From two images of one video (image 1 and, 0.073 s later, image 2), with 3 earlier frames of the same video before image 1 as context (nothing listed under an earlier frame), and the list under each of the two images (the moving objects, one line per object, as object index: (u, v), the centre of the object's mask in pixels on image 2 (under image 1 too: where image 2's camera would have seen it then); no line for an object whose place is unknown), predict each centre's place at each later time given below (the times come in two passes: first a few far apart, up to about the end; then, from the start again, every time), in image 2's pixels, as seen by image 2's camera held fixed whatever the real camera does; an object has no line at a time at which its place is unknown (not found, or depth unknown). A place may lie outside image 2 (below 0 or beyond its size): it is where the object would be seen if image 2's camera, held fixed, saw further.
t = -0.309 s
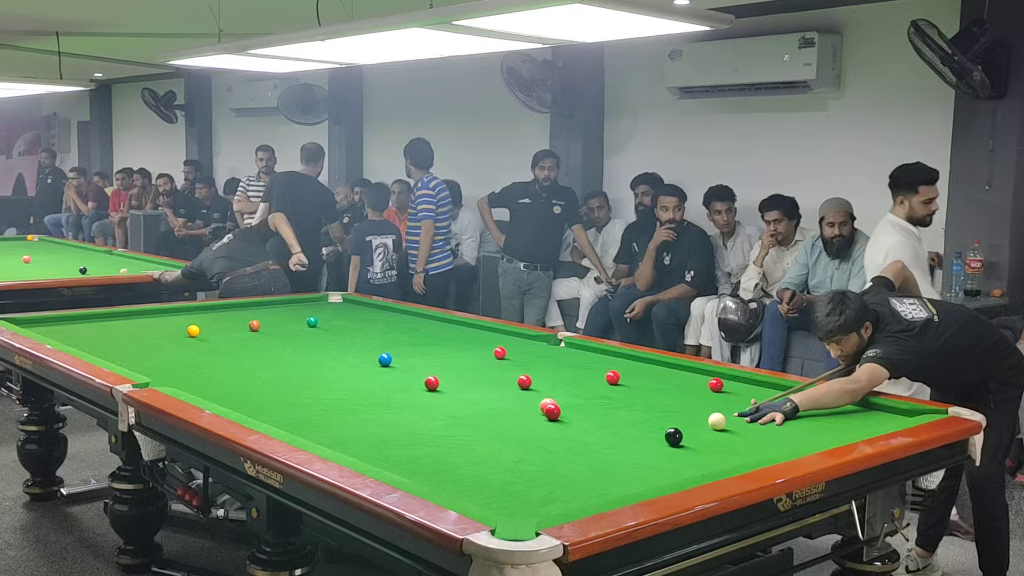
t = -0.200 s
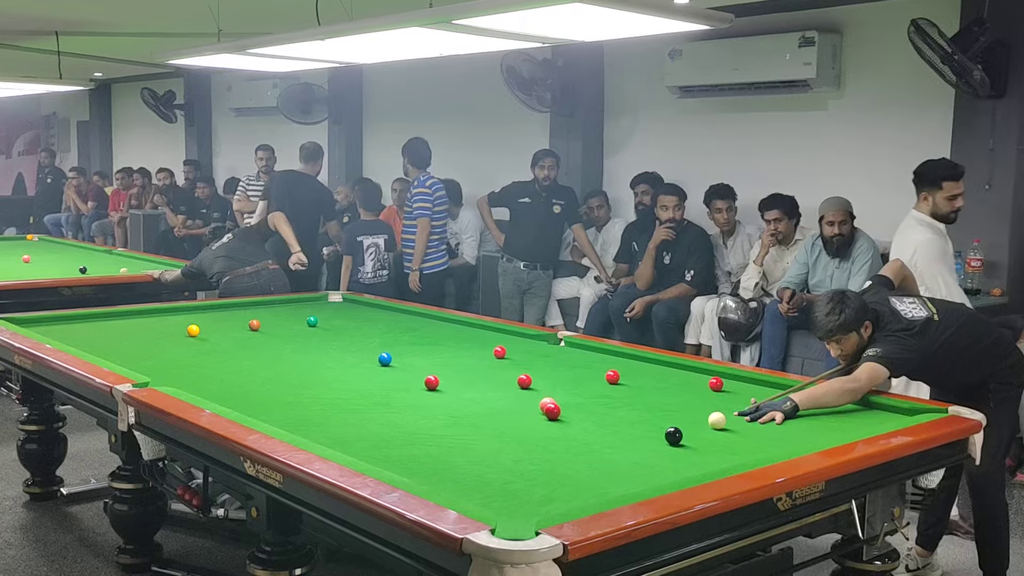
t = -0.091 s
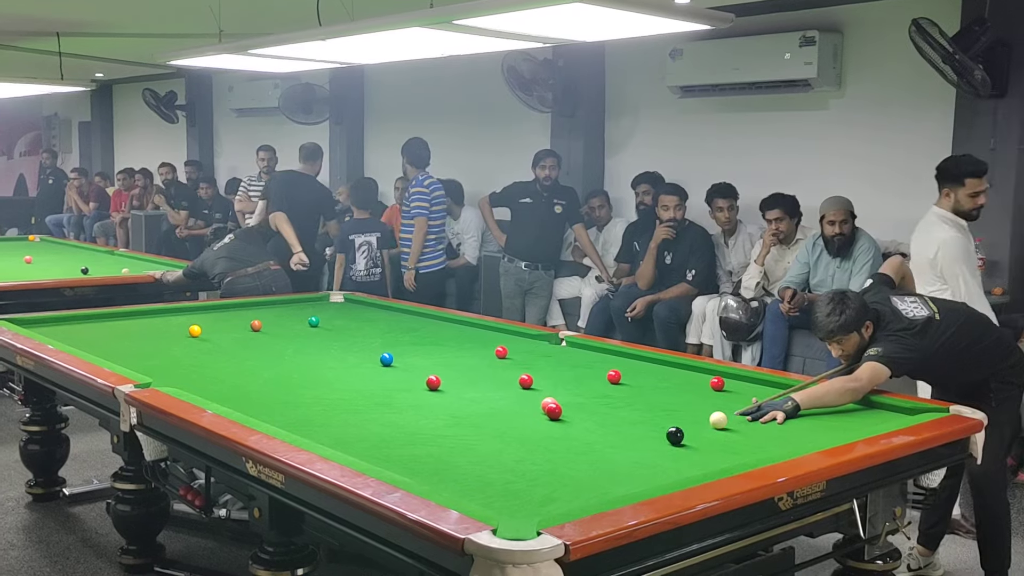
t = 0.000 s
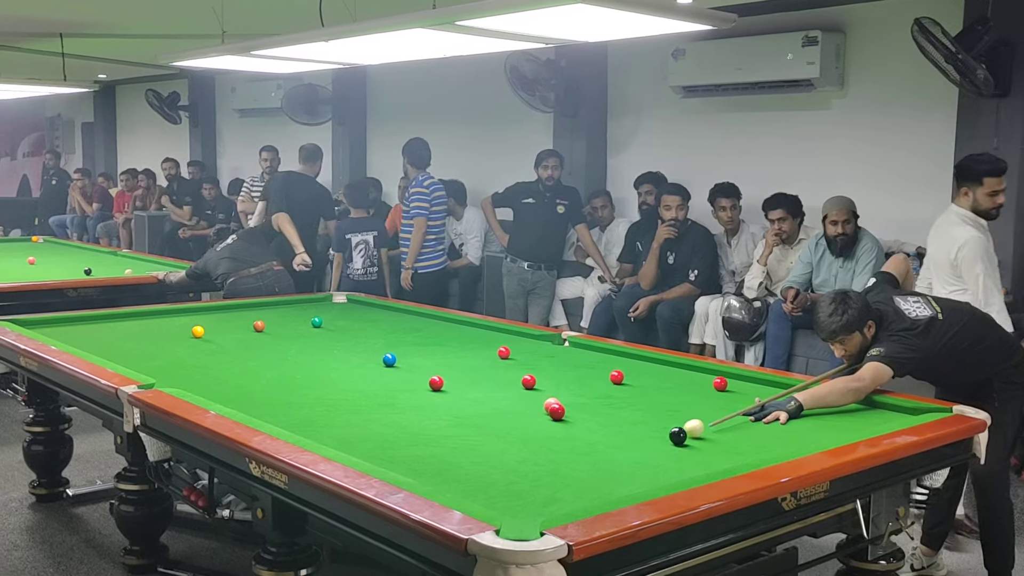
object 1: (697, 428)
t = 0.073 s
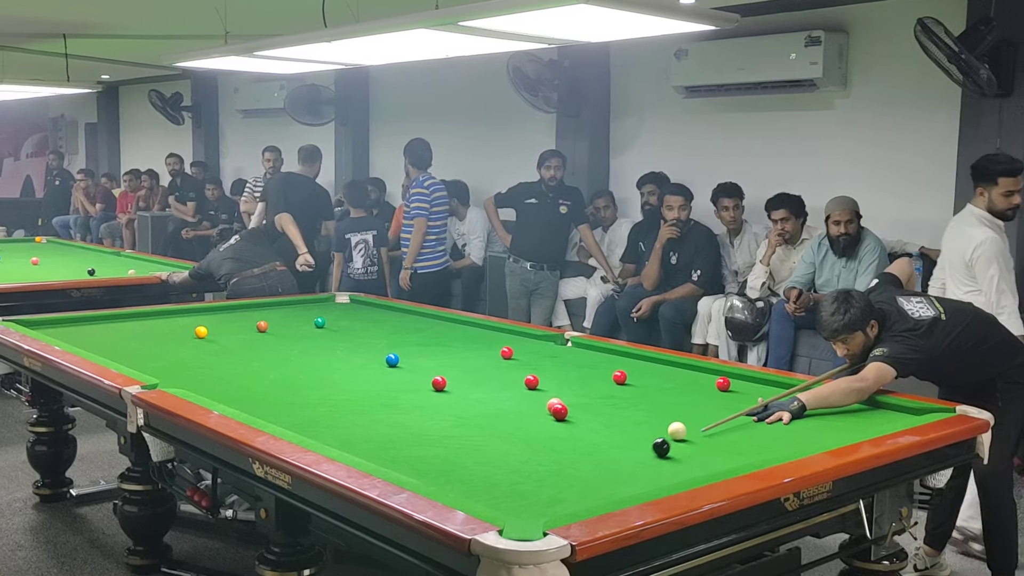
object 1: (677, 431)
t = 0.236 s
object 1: (653, 428)
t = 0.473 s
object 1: (620, 425)
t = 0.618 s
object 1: (601, 423)
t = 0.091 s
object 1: (674, 430)
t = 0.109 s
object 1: (671, 430)
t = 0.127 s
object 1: (669, 430)
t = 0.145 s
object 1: (666, 430)
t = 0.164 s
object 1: (663, 429)
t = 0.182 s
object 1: (661, 429)
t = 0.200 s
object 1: (658, 429)
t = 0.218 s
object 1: (655, 429)
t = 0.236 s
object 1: (653, 428)
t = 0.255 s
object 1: (650, 428)
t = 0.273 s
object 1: (647, 428)
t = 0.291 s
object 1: (645, 428)
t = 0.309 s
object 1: (642, 427)
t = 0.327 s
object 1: (640, 427)
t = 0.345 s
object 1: (637, 427)
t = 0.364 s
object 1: (635, 427)
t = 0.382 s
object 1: (632, 426)
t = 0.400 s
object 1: (630, 426)
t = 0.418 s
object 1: (627, 426)
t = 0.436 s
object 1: (625, 425)
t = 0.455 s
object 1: (622, 425)
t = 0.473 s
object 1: (620, 425)
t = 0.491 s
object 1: (617, 425)
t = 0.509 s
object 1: (615, 425)
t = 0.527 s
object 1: (613, 424)
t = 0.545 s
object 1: (610, 424)
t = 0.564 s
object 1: (608, 424)
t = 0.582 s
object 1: (606, 424)
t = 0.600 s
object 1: (603, 423)
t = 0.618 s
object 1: (601, 423)
